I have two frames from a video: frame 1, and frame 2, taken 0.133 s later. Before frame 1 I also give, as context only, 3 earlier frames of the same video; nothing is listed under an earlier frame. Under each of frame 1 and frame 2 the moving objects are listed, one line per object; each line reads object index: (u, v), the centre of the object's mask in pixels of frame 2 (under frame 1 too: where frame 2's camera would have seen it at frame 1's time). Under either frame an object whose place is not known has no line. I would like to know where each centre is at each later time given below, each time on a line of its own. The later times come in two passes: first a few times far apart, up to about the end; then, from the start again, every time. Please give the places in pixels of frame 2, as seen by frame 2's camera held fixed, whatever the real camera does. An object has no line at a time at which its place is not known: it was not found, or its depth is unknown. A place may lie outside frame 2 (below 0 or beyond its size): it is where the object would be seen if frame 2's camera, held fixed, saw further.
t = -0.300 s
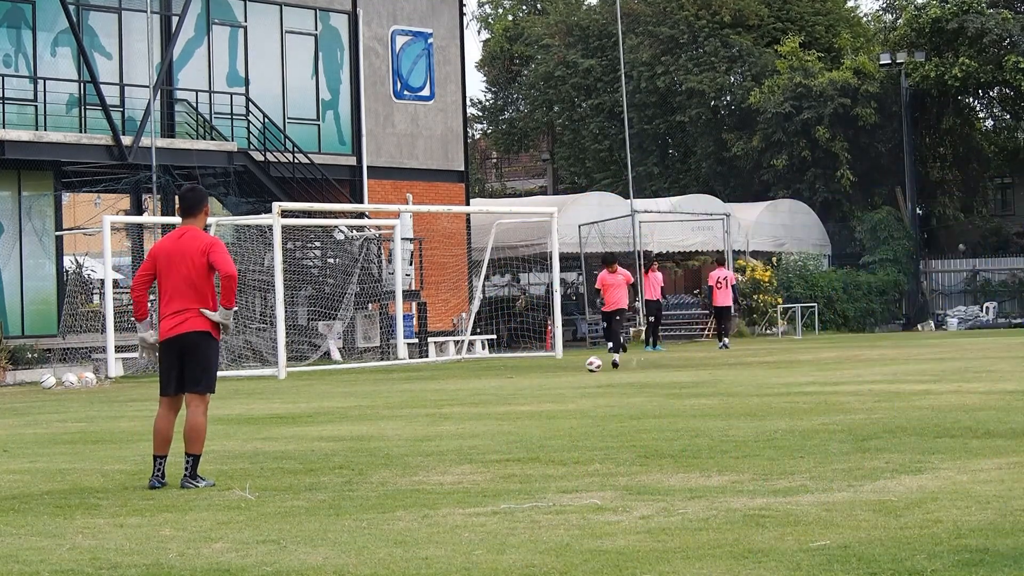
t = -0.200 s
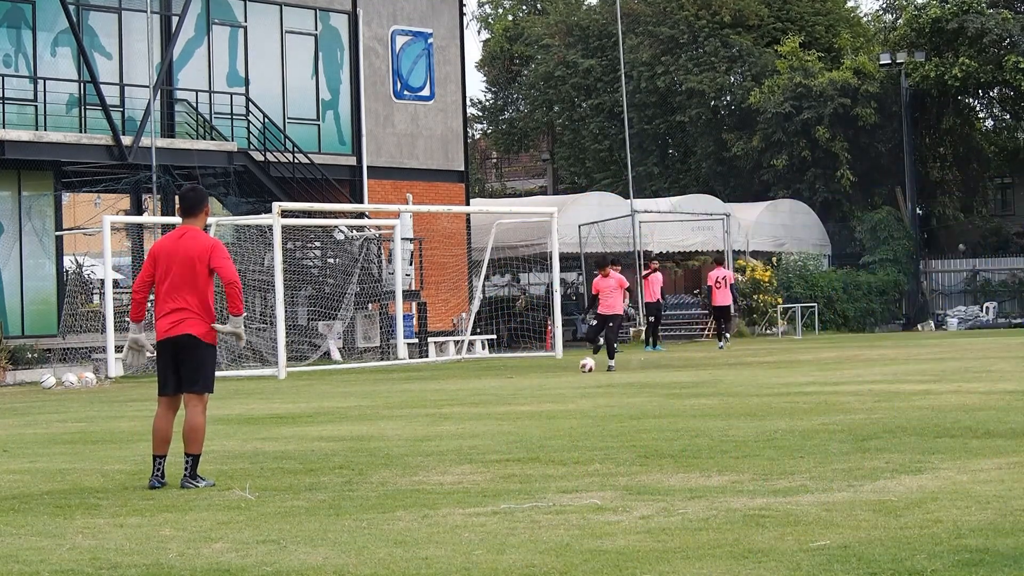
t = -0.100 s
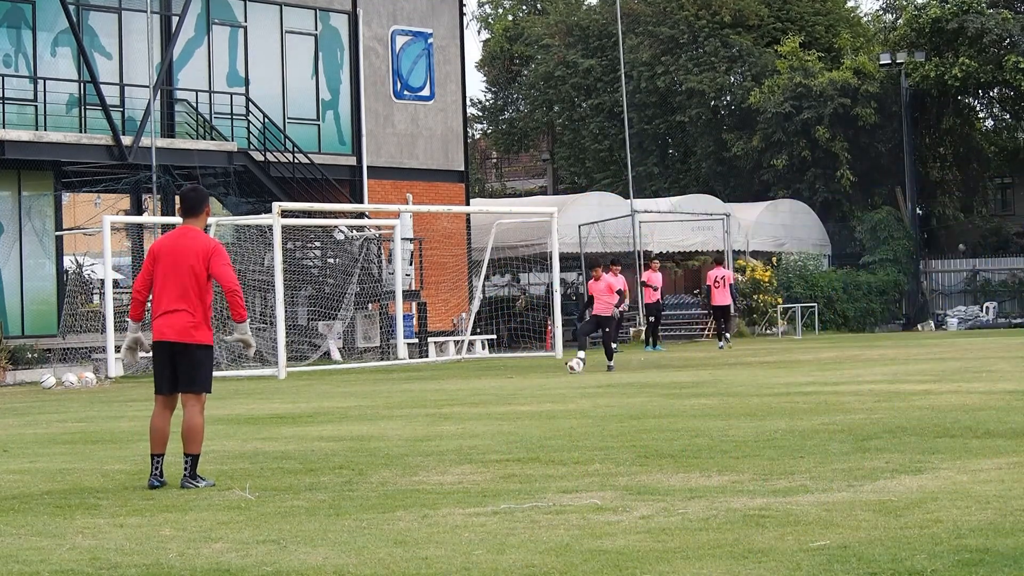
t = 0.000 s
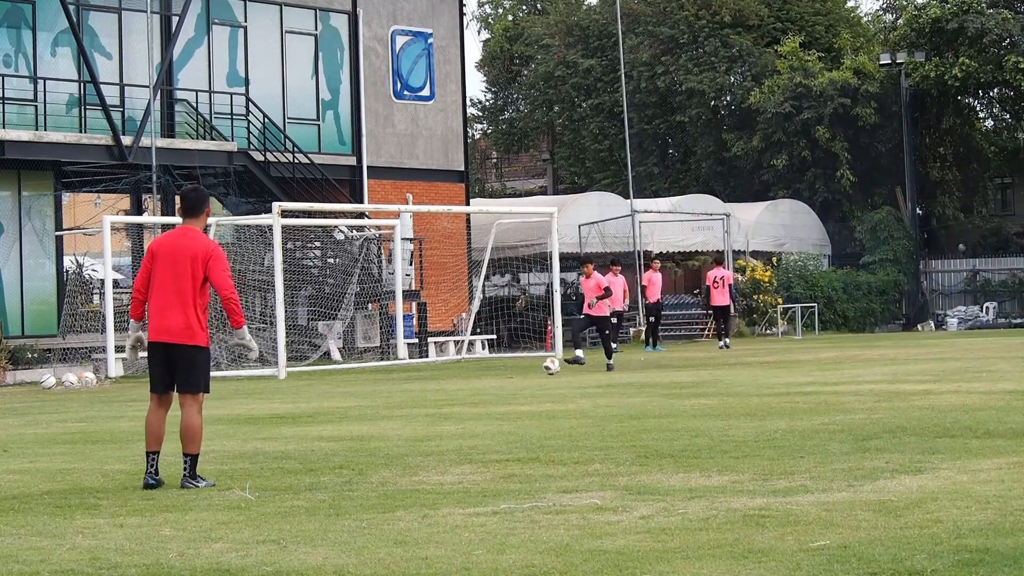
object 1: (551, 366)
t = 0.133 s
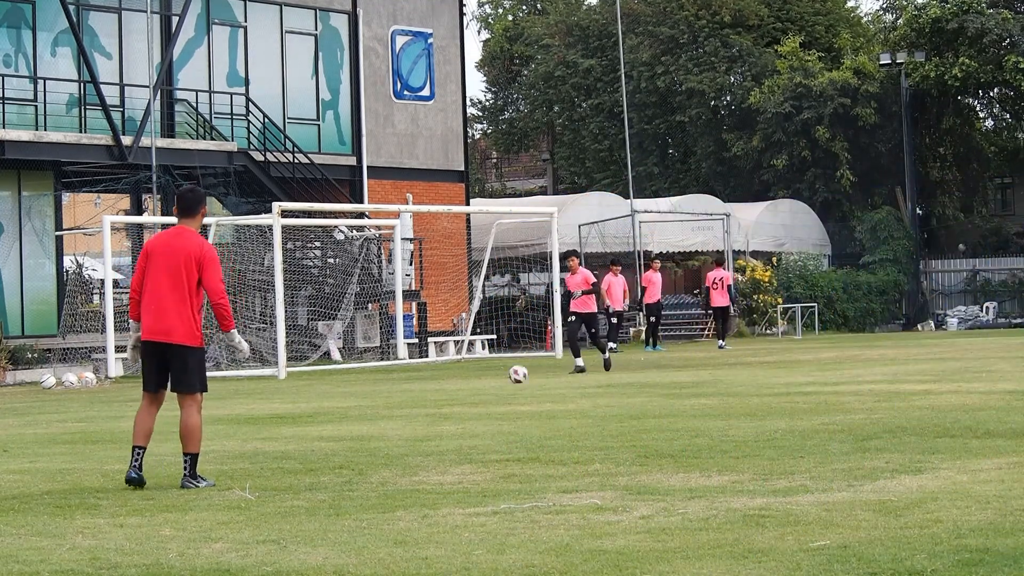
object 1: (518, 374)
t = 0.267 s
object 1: (485, 374)
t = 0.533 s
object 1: (417, 394)
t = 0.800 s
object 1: (347, 410)
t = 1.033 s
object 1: (287, 419)
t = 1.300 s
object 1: (209, 437)
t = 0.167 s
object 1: (510, 373)
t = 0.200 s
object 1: (502, 372)
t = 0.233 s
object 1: (494, 372)
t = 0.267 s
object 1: (485, 374)
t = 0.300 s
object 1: (477, 377)
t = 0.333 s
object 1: (468, 381)
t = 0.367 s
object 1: (459, 387)
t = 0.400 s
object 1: (451, 388)
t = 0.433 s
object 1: (442, 388)
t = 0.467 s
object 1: (434, 389)
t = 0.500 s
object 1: (425, 391)
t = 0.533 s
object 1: (417, 394)
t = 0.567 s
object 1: (408, 396)
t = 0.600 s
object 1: (400, 394)
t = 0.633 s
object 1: (391, 393)
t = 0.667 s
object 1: (383, 394)
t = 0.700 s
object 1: (374, 397)
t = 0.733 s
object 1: (365, 401)
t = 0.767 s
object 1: (356, 407)
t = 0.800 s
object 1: (347, 410)
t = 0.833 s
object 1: (339, 410)
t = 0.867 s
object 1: (331, 409)
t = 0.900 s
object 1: (322, 411)
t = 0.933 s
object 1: (314, 414)
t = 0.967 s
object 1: (305, 418)
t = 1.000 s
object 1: (296, 420)
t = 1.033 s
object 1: (287, 419)
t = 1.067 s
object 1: (278, 418)
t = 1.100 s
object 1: (268, 420)
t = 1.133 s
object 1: (258, 422)
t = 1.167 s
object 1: (249, 427)
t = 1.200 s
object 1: (239, 431)
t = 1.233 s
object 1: (229, 432)
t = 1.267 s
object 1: (220, 434)
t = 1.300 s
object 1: (209, 437)
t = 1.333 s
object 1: (199, 440)
